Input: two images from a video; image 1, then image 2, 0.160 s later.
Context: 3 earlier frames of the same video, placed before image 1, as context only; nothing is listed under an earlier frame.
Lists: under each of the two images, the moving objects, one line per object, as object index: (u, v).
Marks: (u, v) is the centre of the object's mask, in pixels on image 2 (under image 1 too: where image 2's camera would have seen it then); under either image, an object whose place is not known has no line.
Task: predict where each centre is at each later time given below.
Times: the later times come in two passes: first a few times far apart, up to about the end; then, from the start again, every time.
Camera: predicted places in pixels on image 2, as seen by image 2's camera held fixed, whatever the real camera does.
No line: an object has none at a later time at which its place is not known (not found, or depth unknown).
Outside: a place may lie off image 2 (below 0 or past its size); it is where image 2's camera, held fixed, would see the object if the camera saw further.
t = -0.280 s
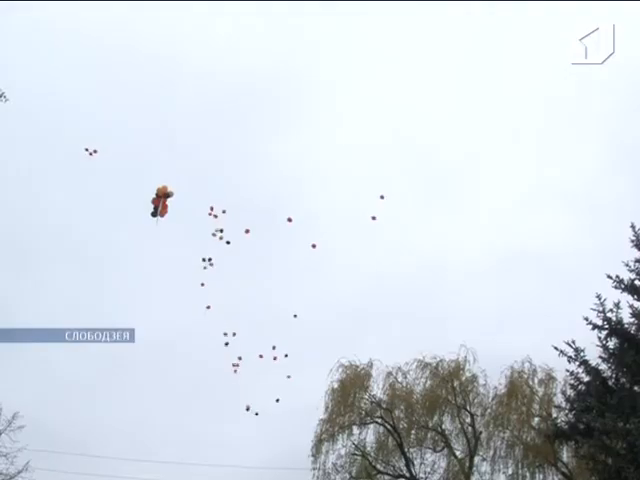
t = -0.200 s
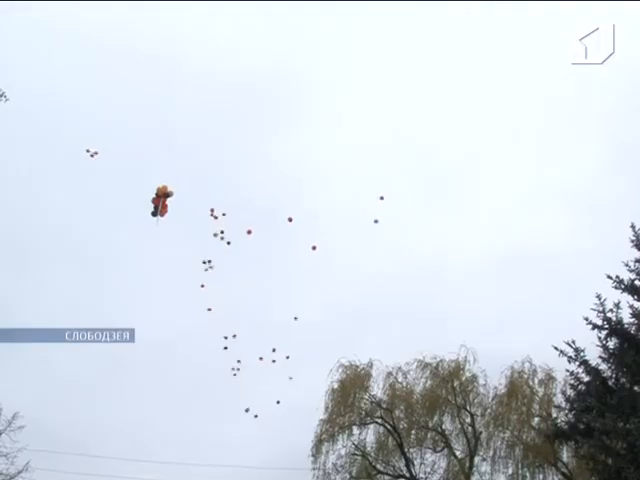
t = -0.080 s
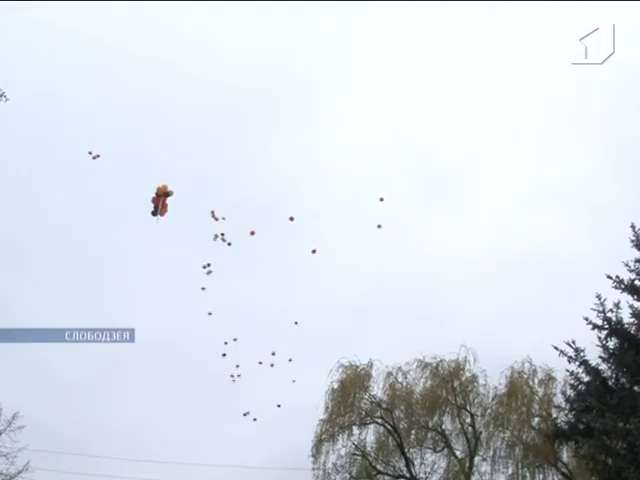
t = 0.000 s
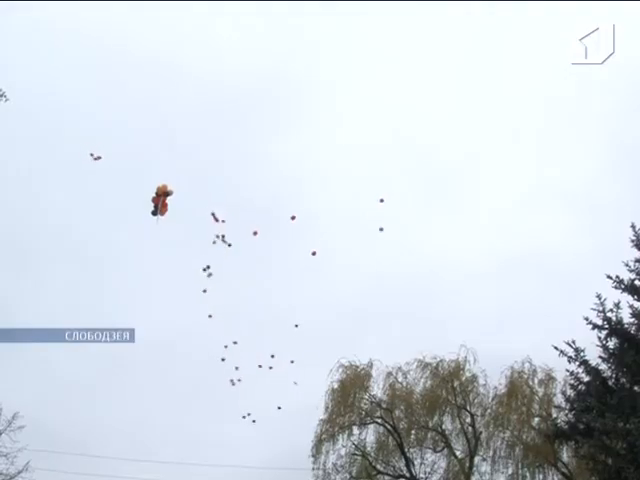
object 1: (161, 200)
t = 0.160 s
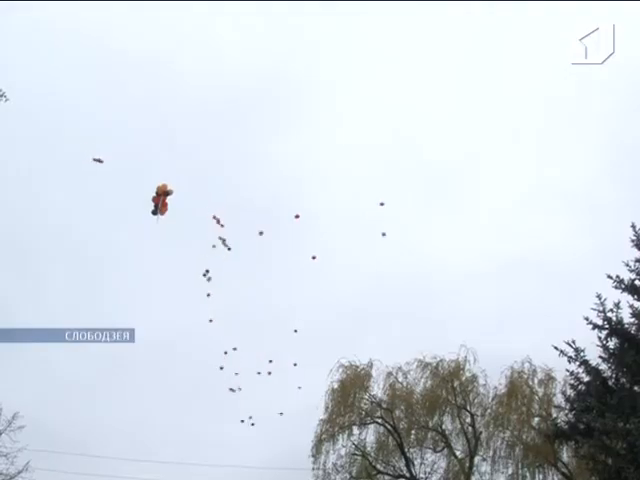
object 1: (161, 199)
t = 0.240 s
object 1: (161, 200)
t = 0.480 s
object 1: (161, 200)
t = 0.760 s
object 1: (161, 200)
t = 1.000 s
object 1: (161, 200)
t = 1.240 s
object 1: (161, 201)
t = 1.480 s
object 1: (162, 202)
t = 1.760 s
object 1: (162, 204)
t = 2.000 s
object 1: (163, 206)
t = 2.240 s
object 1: (163, 208)
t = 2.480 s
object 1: (164, 211)
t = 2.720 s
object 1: (164, 214)
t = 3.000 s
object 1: (165, 218)
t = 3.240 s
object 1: (167, 220)
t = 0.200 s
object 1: (161, 200)
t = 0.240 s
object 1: (161, 200)
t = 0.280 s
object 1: (161, 199)
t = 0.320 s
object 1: (161, 199)
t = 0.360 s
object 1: (161, 200)
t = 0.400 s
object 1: (161, 200)
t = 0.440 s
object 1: (161, 200)
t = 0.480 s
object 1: (161, 200)
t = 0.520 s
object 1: (161, 200)
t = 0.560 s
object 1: (161, 200)
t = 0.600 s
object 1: (161, 200)
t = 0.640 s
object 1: (161, 200)
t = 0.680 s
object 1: (161, 200)
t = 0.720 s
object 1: (161, 200)
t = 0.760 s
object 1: (161, 200)
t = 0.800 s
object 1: (161, 200)
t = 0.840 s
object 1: (161, 200)
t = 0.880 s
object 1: (161, 200)
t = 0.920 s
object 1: (161, 200)
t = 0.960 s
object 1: (161, 200)
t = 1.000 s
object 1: (161, 200)
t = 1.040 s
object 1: (161, 200)
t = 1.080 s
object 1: (161, 201)
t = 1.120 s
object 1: (161, 201)
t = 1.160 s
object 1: (161, 201)
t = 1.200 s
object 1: (161, 201)
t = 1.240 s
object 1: (161, 201)
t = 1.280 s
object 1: (161, 201)
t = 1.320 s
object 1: (161, 202)
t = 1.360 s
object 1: (161, 202)
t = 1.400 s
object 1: (162, 202)
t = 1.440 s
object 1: (162, 202)
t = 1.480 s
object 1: (162, 202)
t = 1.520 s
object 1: (162, 203)
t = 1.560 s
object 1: (162, 203)
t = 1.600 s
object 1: (162, 203)
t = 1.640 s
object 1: (162, 203)
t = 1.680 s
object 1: (162, 204)
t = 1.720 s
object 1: (162, 204)
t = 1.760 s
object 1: (162, 204)
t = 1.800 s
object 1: (162, 204)
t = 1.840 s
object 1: (163, 205)
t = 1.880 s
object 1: (163, 205)
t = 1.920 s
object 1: (163, 205)
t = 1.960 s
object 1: (163, 206)
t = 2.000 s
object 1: (163, 206)
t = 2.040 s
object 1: (163, 207)
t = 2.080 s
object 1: (163, 207)
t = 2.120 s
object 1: (163, 207)
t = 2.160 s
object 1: (163, 208)
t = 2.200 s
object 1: (163, 208)
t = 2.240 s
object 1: (163, 208)
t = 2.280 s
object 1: (163, 209)
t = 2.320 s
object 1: (164, 209)
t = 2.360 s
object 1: (164, 210)
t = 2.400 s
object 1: (164, 210)
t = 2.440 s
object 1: (164, 210)
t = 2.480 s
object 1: (164, 211)
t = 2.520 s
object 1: (164, 211)
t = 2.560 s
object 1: (164, 212)
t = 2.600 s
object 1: (164, 212)
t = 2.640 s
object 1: (164, 213)
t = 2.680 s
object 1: (164, 213)
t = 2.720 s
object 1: (164, 214)
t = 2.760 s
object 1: (164, 214)
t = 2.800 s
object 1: (165, 215)
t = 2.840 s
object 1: (165, 215)
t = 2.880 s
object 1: (165, 216)
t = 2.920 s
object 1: (165, 217)
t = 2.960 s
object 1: (165, 217)
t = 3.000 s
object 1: (165, 218)
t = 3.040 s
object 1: (165, 218)
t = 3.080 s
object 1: (166, 218)
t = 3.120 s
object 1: (166, 219)
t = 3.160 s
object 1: (166, 219)
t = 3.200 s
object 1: (166, 220)
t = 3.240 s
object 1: (167, 220)
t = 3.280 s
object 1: (167, 221)
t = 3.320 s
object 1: (167, 222)
